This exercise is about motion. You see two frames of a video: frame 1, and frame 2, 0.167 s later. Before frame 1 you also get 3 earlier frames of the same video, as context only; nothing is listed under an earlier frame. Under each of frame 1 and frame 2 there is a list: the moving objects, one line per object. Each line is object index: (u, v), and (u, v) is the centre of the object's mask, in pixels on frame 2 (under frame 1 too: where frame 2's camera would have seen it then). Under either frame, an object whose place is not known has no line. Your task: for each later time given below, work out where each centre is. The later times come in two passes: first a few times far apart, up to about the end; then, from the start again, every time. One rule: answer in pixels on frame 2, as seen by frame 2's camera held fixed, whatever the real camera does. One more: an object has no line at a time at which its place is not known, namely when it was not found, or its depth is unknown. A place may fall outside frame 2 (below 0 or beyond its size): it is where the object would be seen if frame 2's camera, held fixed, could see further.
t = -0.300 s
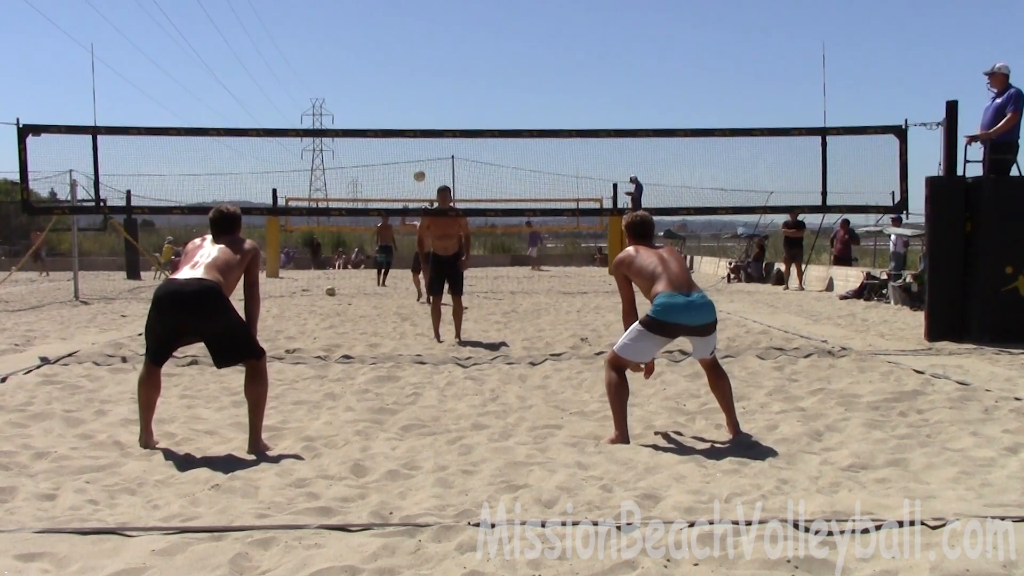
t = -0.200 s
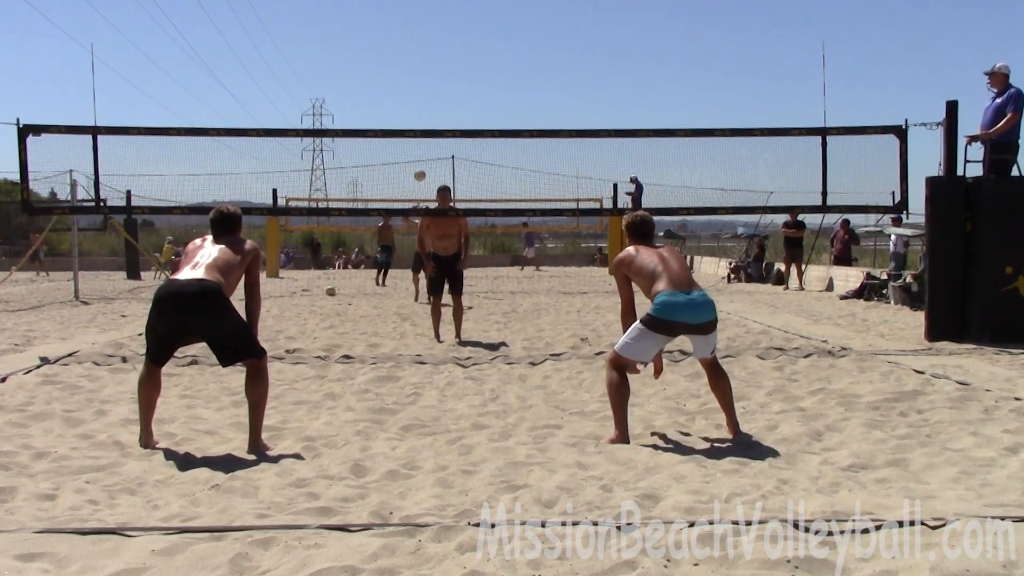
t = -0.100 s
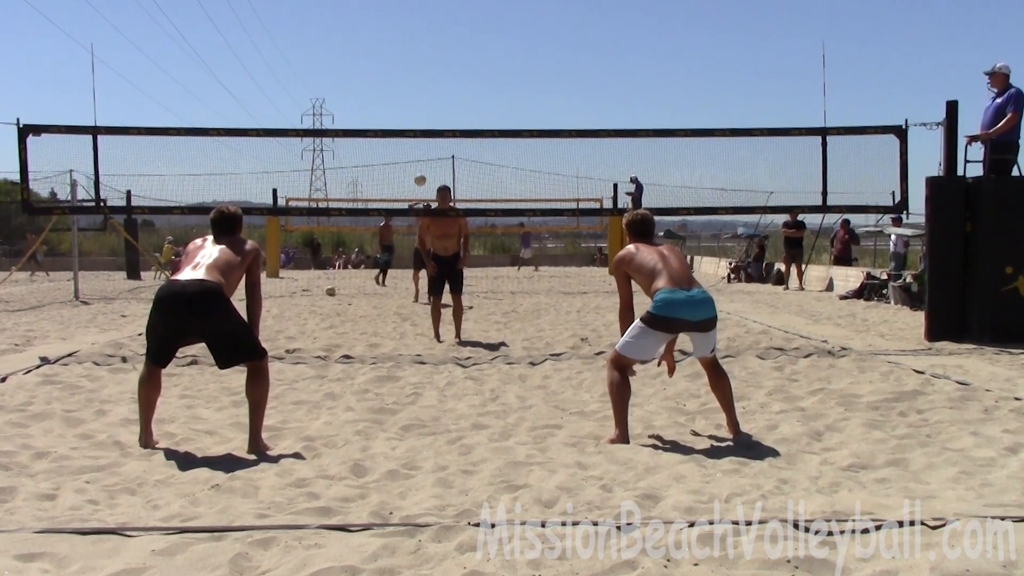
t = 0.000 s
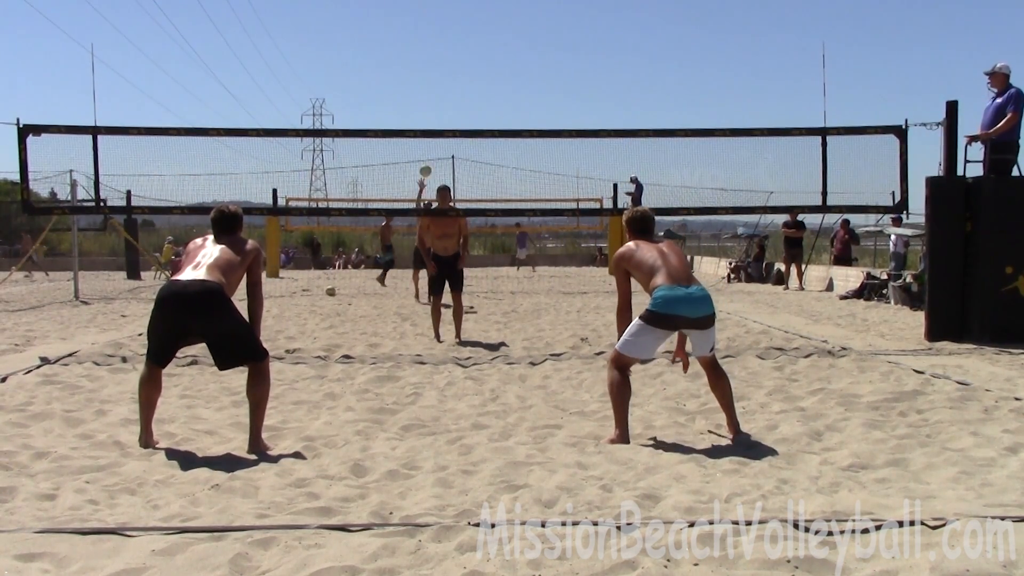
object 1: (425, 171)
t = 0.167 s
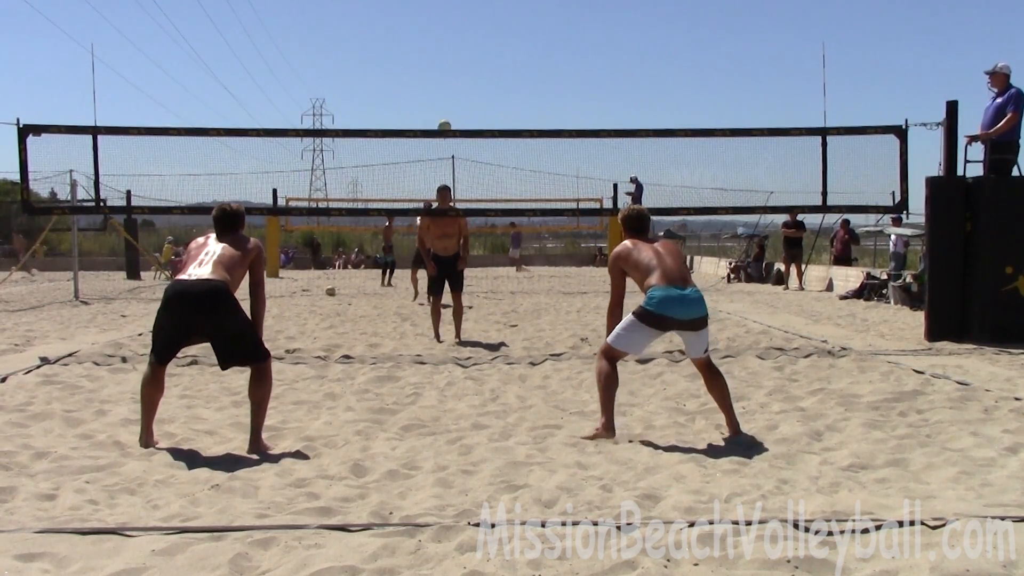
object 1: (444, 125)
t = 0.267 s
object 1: (456, 106)
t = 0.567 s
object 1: (504, 69)
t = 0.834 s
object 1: (569, 91)
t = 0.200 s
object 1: (448, 119)
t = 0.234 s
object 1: (452, 112)
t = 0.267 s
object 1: (456, 106)
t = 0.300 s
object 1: (461, 100)
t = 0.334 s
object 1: (465, 94)
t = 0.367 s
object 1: (470, 89)
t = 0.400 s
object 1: (475, 84)
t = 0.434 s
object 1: (480, 81)
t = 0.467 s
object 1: (486, 77)
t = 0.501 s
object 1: (491, 74)
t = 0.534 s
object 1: (498, 71)
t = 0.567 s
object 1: (504, 69)
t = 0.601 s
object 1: (511, 69)
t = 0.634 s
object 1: (518, 69)
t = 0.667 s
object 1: (525, 70)
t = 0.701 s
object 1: (533, 72)
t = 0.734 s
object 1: (542, 75)
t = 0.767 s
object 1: (550, 79)
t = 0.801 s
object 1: (559, 84)
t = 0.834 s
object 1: (569, 91)
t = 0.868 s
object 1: (580, 99)
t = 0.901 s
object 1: (591, 109)
